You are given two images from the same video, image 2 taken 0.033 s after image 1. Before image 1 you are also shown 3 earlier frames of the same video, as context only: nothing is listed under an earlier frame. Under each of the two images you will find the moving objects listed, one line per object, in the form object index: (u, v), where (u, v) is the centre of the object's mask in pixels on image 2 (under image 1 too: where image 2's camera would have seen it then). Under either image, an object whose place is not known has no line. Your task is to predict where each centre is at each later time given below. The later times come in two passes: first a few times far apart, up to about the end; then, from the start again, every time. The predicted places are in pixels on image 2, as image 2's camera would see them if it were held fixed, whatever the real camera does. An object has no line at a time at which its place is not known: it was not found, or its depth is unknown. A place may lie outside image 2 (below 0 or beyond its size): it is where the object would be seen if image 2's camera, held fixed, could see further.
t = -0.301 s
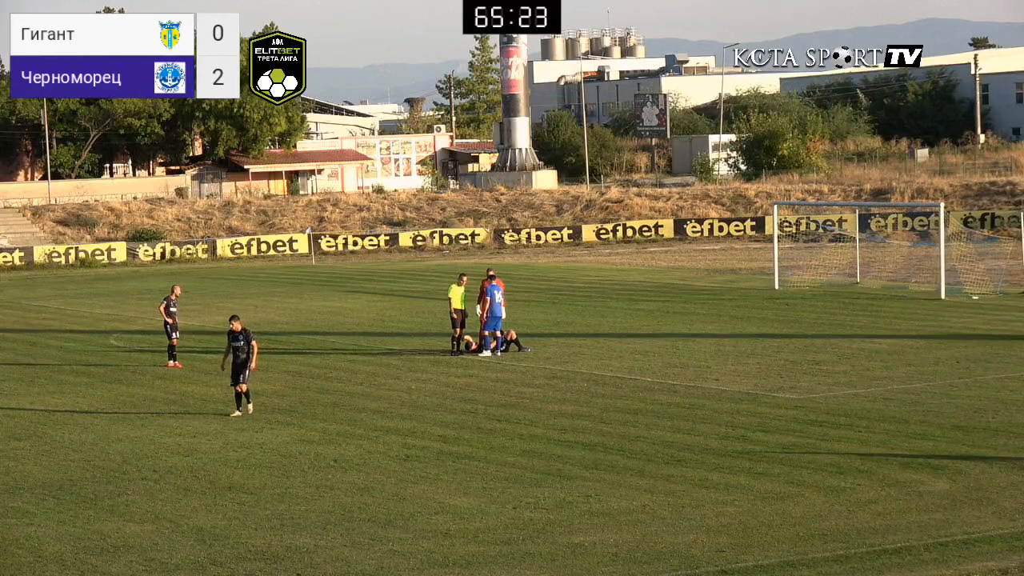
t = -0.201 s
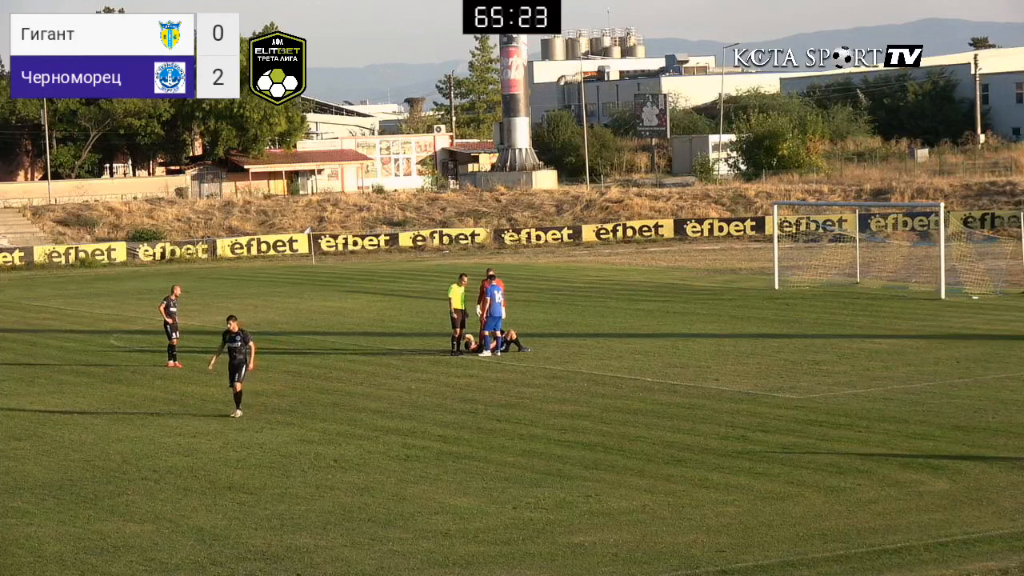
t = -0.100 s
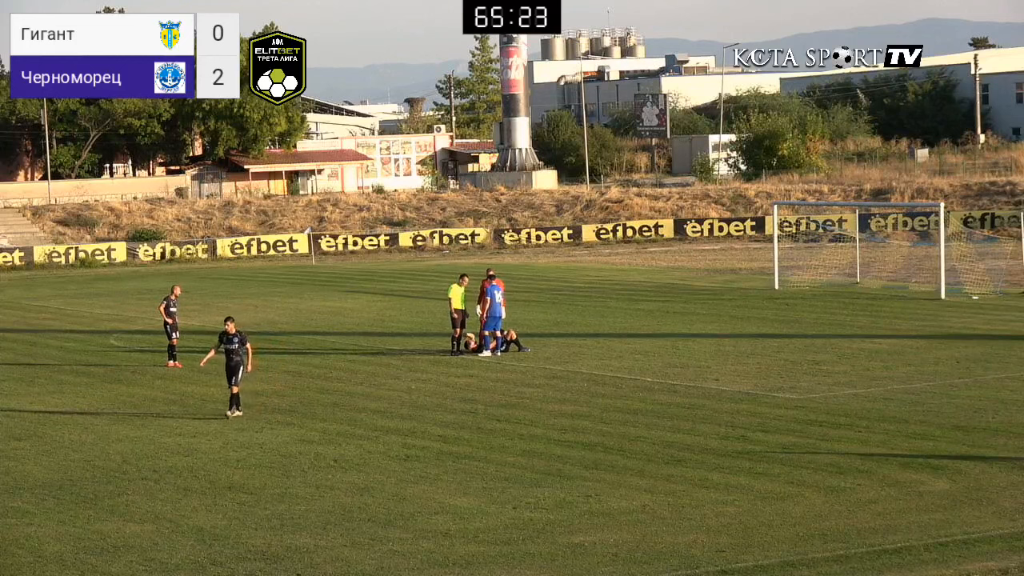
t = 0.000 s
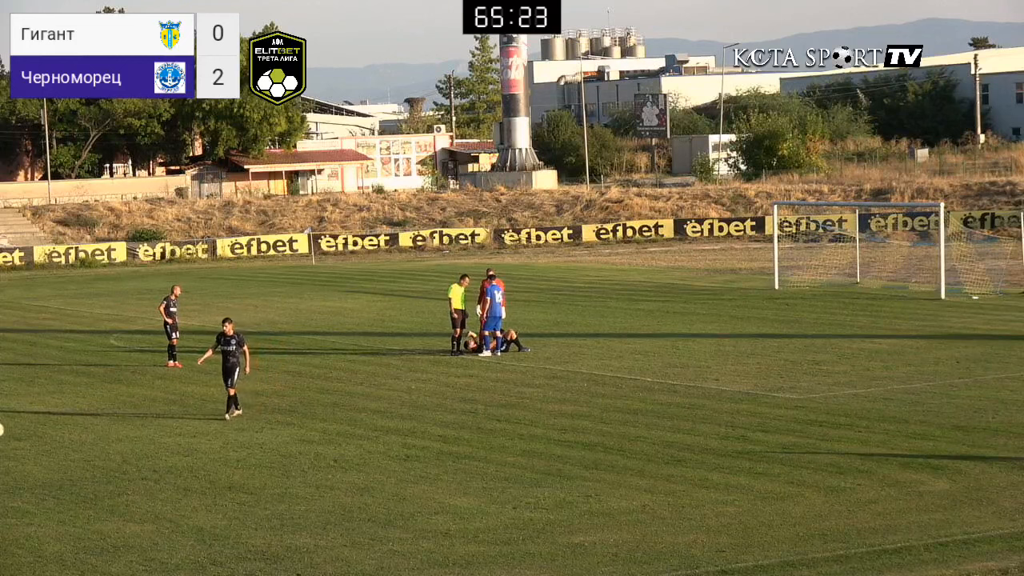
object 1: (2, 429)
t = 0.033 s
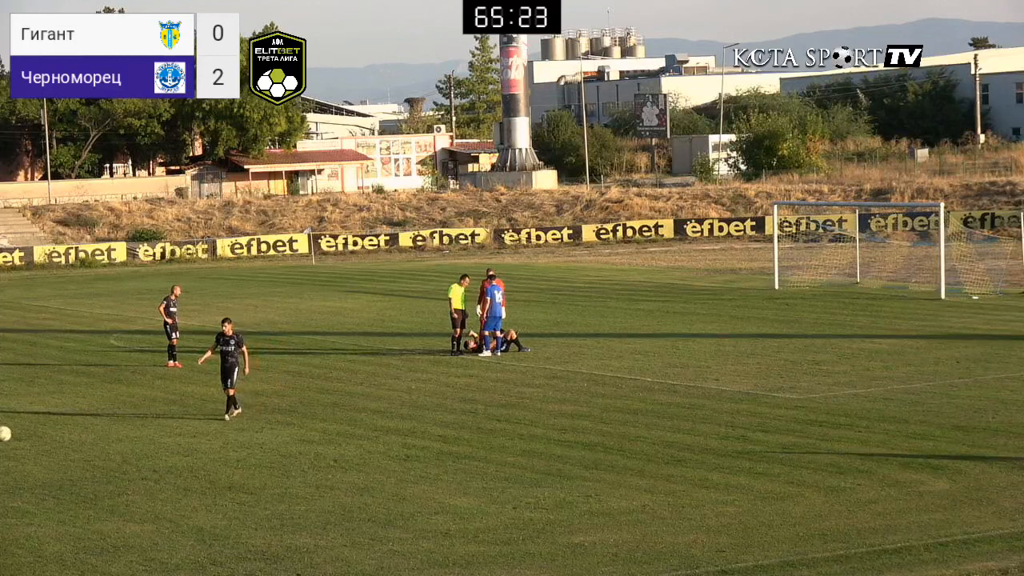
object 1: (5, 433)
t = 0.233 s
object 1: (40, 469)
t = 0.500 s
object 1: (81, 427)
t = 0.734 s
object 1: (116, 425)
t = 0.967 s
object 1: (148, 425)
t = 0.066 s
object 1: (12, 438)
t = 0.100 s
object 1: (15, 441)
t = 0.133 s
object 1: (22, 448)
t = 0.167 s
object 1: (29, 456)
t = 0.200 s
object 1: (32, 460)
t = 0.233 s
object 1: (40, 469)
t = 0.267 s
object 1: (46, 465)
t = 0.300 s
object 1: (50, 460)
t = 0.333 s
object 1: (56, 451)
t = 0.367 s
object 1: (63, 443)
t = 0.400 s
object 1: (66, 439)
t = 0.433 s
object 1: (72, 433)
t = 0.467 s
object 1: (78, 429)
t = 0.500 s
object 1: (81, 427)
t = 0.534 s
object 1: (87, 424)
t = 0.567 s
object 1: (93, 422)
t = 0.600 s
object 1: (96, 421)
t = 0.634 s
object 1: (102, 421)
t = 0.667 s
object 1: (108, 422)
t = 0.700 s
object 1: (110, 423)
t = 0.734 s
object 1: (116, 425)
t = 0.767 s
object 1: (122, 429)
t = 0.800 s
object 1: (125, 430)
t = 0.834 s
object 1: (130, 435)
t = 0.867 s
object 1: (136, 439)
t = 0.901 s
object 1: (138, 436)
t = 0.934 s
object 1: (143, 430)
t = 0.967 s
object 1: (148, 425)
